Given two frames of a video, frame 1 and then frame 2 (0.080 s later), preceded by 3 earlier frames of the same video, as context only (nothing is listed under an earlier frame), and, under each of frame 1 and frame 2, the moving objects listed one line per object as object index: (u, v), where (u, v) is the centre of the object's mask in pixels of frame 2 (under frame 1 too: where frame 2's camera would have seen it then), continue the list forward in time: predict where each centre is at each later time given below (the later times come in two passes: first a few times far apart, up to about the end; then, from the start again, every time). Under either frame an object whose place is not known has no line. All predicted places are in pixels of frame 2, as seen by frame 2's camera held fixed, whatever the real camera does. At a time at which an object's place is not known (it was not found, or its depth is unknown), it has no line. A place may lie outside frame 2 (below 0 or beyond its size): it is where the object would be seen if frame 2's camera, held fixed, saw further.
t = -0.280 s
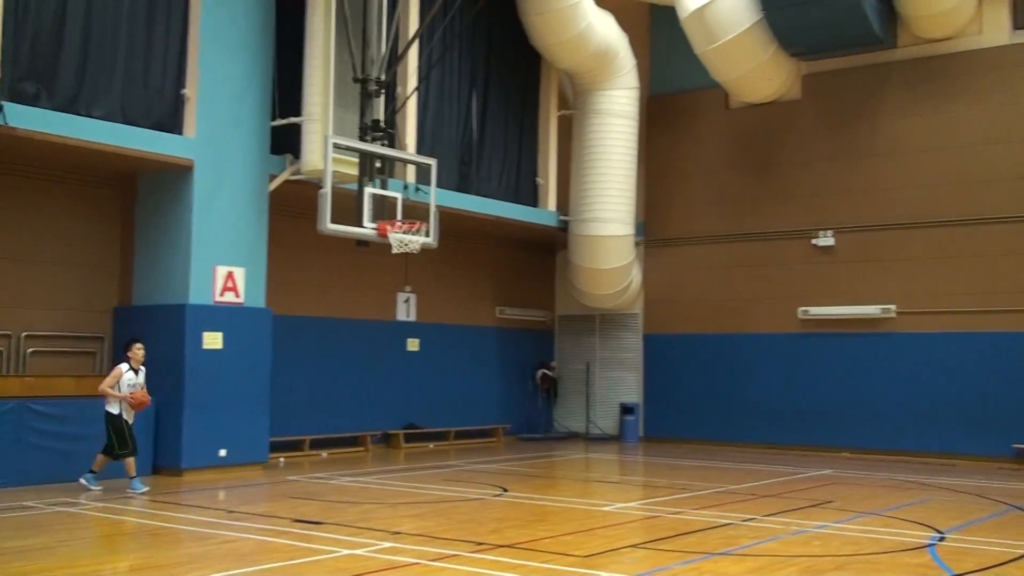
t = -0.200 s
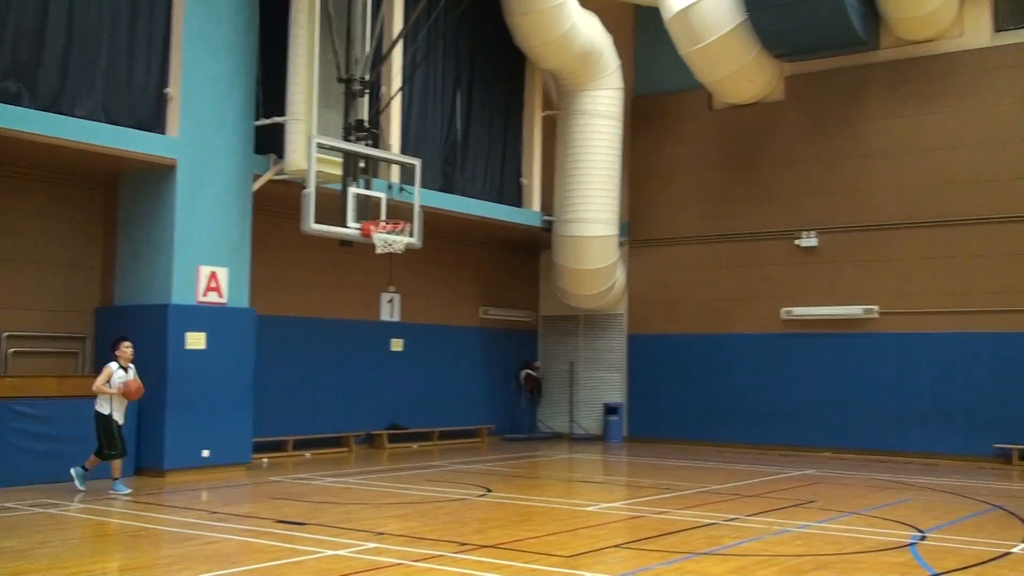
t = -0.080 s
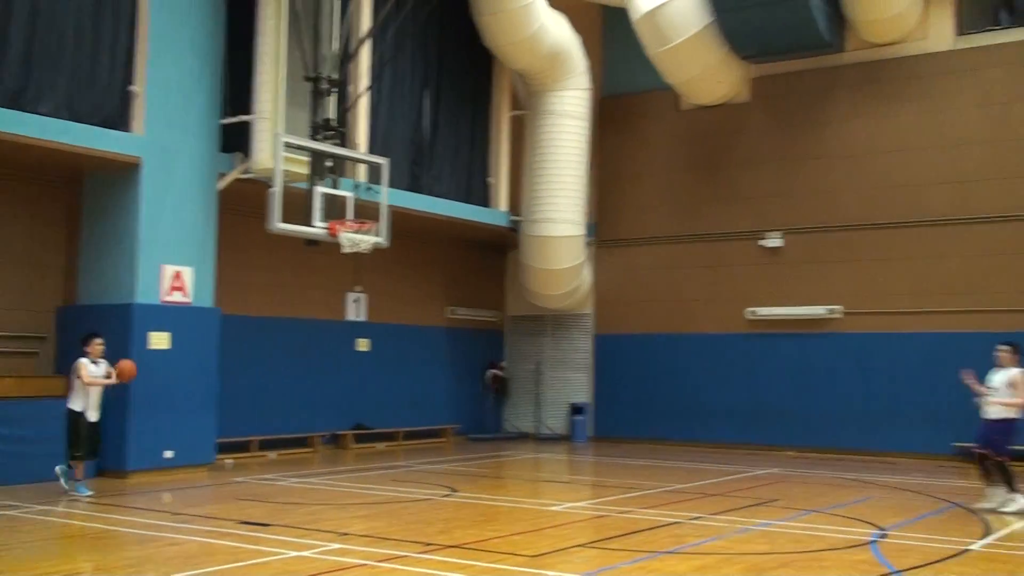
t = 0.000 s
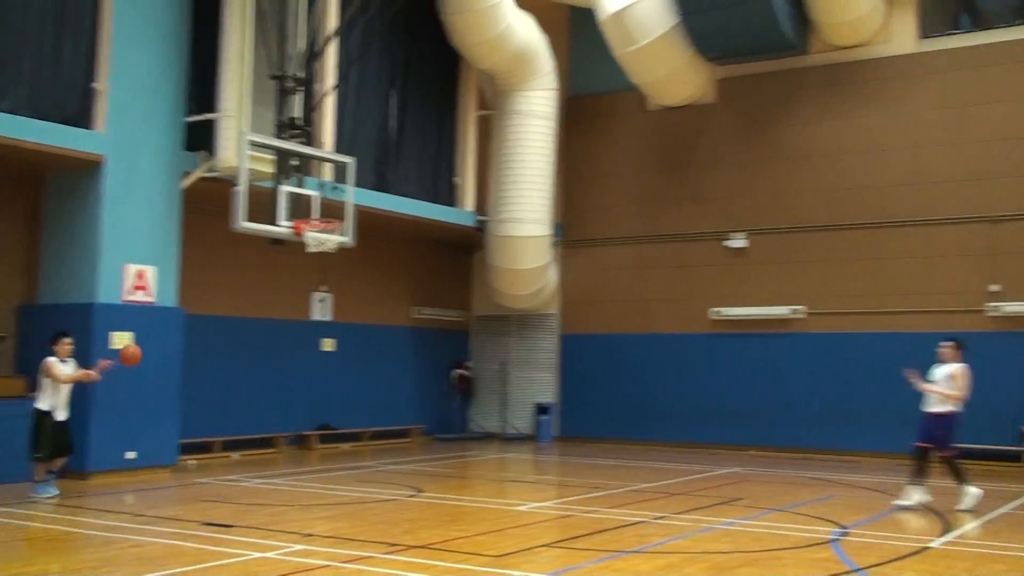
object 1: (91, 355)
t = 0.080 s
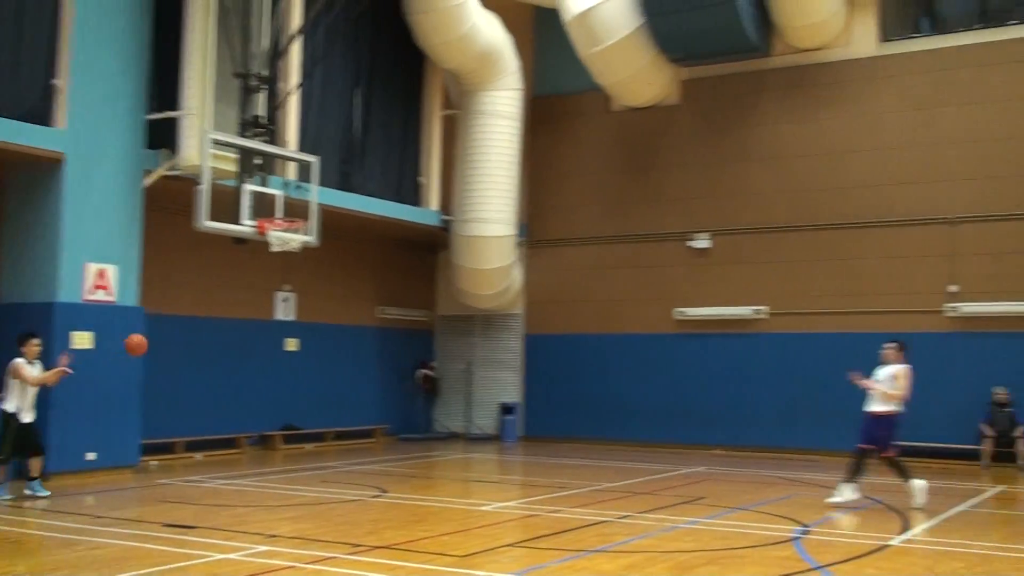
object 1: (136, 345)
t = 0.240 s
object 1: (225, 342)
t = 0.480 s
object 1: (358, 382)
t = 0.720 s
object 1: (490, 477)
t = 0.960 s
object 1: (562, 425)
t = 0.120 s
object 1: (159, 342)
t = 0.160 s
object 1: (181, 340)
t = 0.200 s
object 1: (203, 340)
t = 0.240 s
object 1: (225, 342)
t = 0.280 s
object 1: (248, 345)
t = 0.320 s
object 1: (270, 350)
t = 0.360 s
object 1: (292, 356)
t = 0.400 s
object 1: (314, 363)
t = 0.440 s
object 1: (336, 372)
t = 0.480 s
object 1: (358, 382)
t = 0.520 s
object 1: (380, 395)
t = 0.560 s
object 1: (402, 409)
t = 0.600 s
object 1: (425, 424)
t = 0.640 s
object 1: (447, 441)
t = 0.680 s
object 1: (468, 458)
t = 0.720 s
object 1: (490, 477)
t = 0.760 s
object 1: (510, 494)
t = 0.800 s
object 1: (521, 477)
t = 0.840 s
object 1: (531, 462)
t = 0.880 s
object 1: (541, 449)
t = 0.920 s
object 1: (551, 437)
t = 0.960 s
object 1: (562, 425)
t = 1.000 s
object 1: (573, 416)
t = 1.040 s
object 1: (583, 407)
